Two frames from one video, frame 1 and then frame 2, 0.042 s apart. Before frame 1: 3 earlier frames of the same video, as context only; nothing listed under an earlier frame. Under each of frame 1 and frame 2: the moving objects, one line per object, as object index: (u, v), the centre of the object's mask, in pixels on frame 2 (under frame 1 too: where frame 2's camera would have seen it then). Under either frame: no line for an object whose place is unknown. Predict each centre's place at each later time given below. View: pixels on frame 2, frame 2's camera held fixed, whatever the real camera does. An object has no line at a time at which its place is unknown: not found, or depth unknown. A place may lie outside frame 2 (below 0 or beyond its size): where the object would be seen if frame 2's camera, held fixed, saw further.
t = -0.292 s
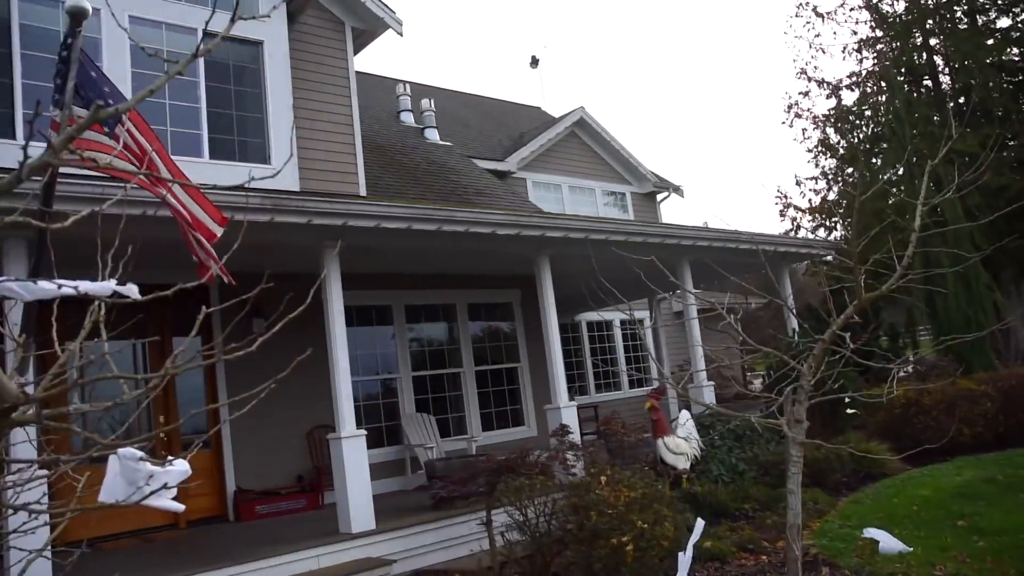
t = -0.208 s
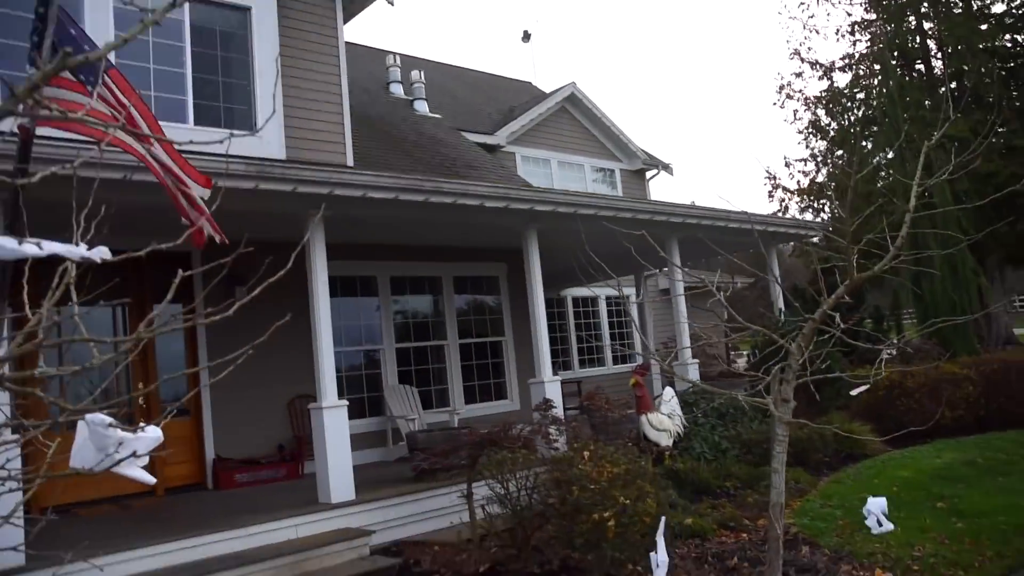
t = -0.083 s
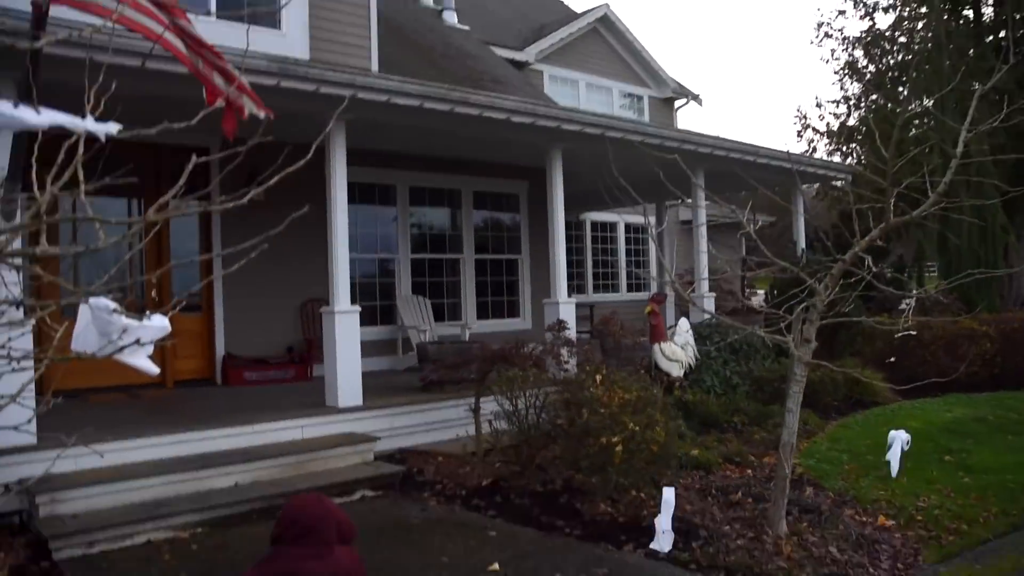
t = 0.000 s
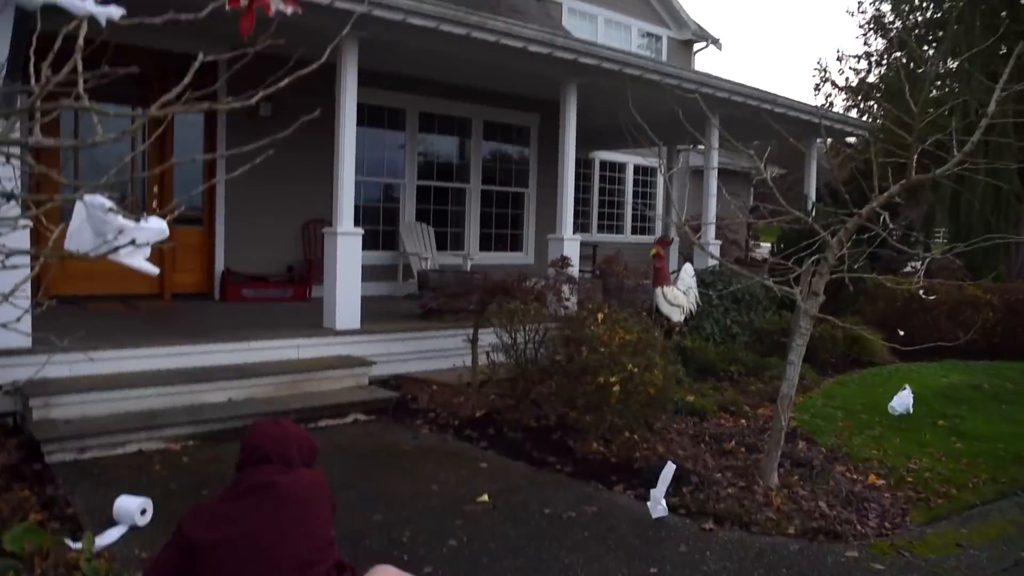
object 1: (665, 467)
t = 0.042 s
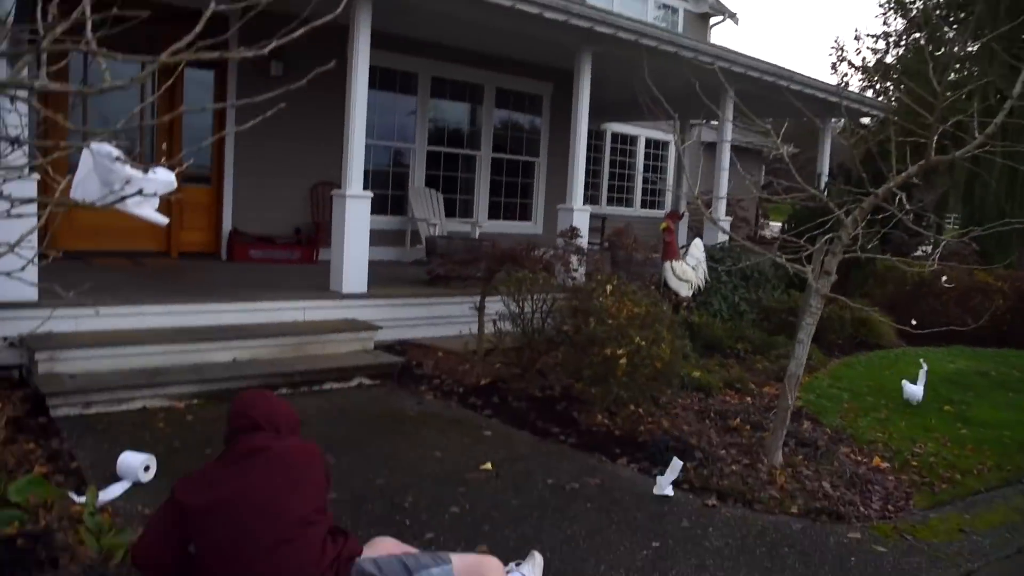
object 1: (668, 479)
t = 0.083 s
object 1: (673, 489)
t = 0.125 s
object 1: (675, 493)
